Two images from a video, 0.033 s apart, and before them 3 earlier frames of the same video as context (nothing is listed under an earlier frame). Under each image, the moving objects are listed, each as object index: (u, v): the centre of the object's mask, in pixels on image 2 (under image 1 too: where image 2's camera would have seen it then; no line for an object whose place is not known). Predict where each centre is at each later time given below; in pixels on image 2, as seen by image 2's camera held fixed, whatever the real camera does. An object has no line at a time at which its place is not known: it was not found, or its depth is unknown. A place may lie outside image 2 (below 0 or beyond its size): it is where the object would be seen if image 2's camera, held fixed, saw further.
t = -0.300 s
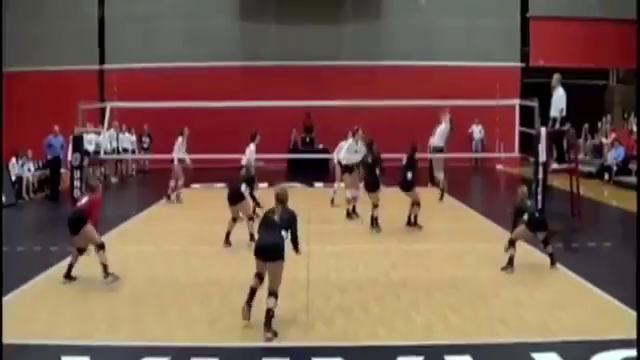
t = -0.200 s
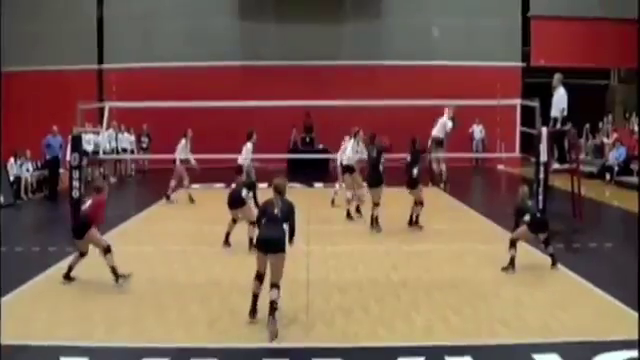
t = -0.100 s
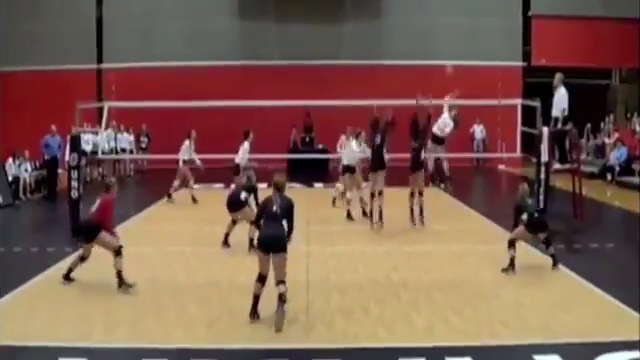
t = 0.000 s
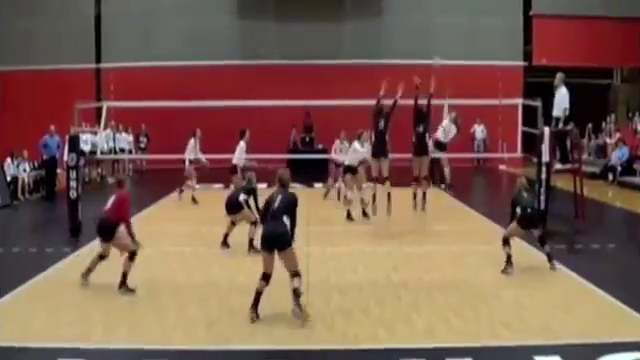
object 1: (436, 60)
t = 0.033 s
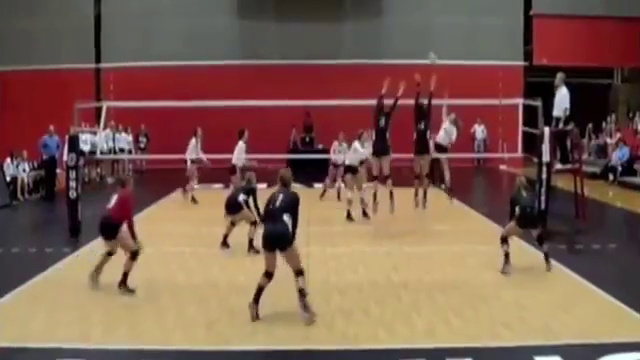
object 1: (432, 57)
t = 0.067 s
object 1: (427, 52)
